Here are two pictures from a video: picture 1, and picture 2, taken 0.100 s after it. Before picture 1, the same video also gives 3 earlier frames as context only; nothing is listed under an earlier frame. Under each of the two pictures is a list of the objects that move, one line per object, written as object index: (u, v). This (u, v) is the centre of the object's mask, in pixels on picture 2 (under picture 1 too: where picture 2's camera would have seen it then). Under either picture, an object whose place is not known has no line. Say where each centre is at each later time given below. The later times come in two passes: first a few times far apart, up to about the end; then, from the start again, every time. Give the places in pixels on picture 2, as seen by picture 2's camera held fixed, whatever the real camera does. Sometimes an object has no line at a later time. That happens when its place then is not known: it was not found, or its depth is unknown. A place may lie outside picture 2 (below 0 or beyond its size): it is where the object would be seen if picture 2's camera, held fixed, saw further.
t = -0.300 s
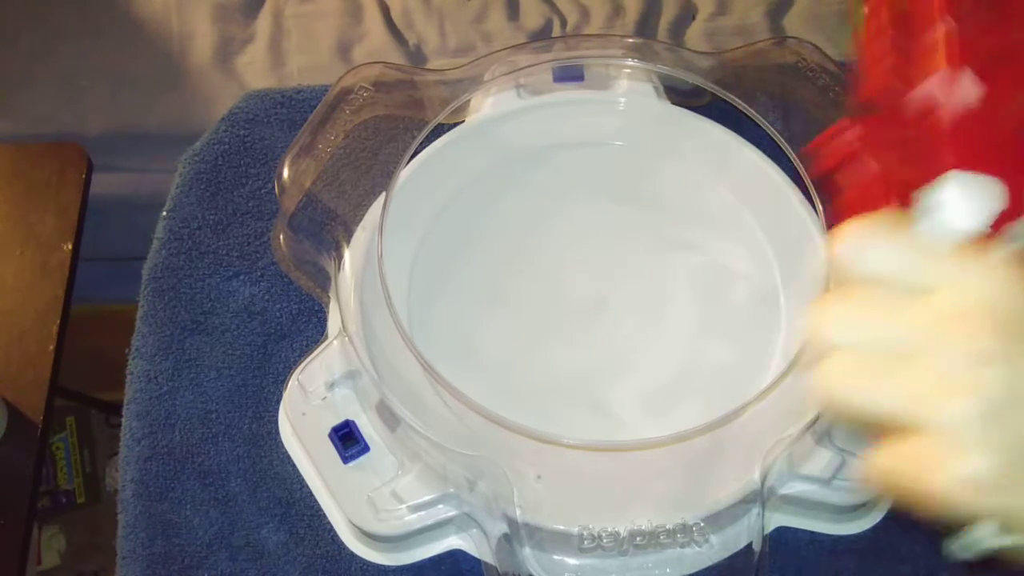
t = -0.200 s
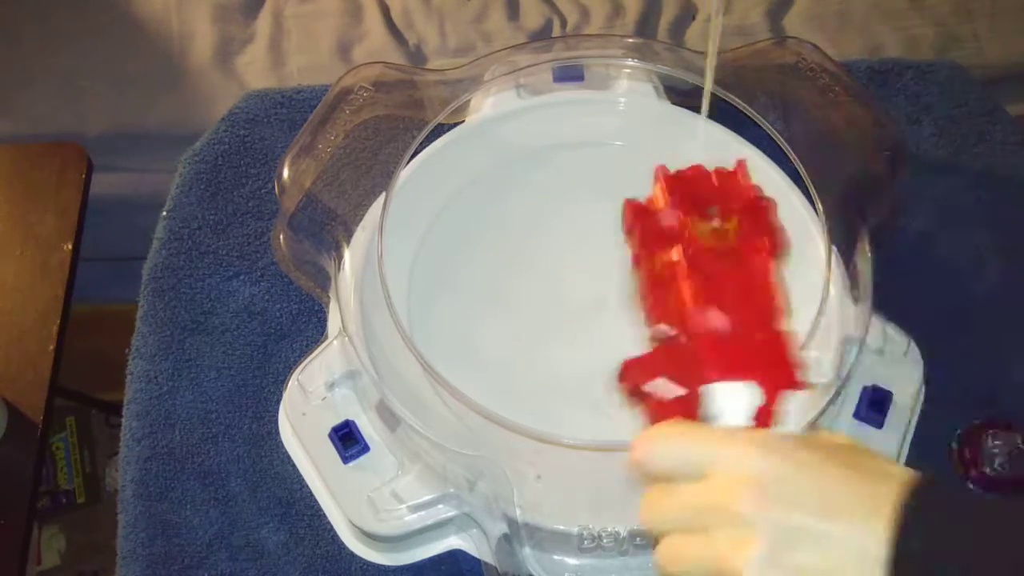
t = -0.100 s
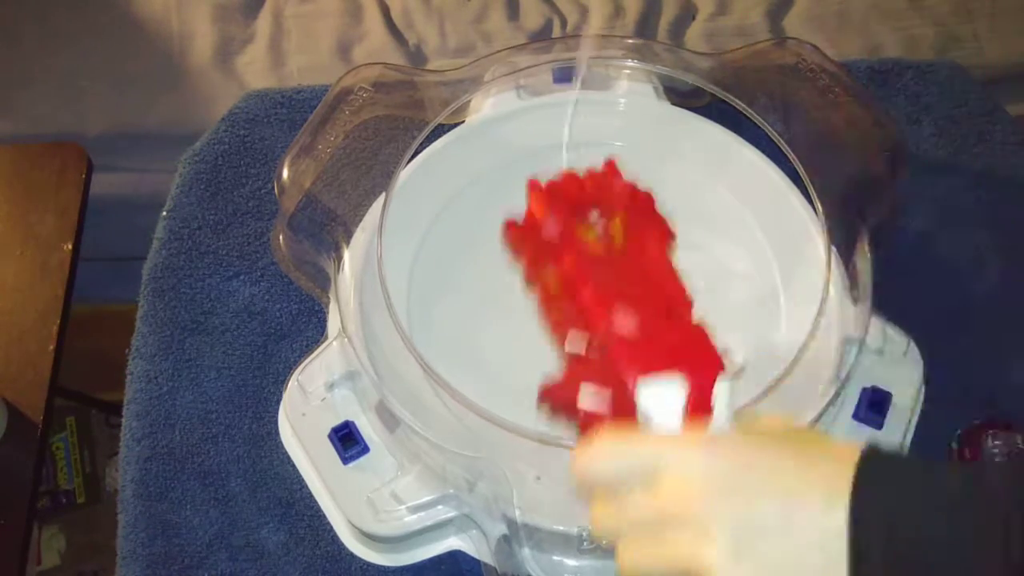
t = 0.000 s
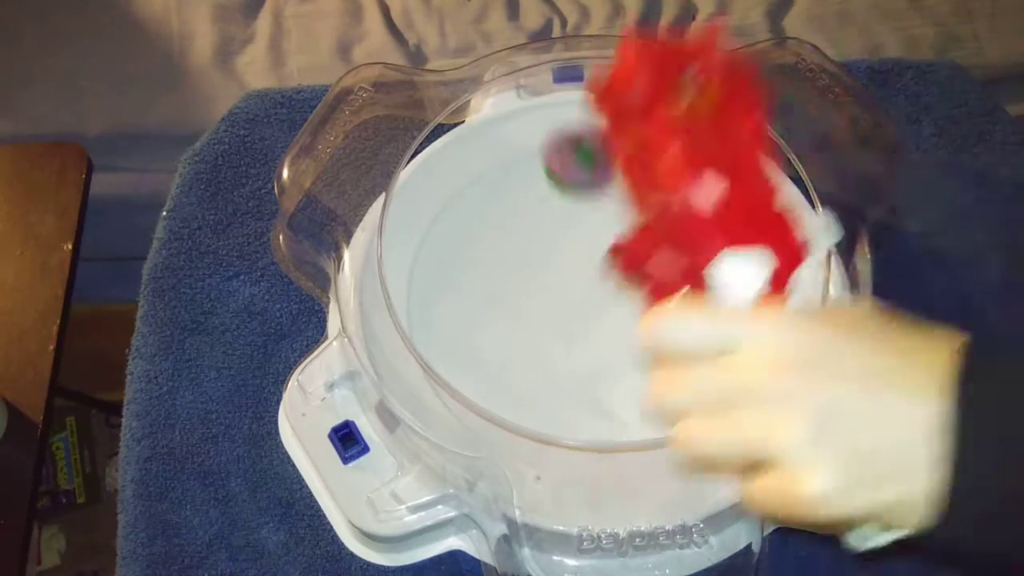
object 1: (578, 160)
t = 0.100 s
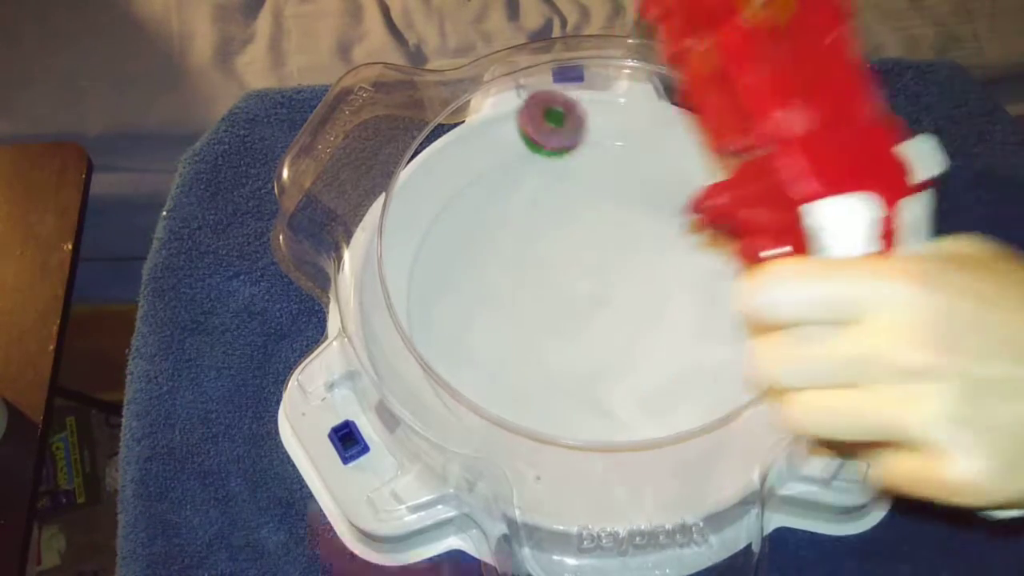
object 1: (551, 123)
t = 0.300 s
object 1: (530, 152)
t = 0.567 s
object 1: (572, 308)
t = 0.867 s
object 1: (716, 265)
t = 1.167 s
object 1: (610, 155)
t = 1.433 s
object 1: (480, 266)
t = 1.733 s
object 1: (737, 404)
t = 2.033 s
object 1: (766, 176)
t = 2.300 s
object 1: (570, 167)
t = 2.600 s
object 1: (516, 434)
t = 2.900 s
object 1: (778, 280)
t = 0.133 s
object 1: (542, 112)
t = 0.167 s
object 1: (537, 99)
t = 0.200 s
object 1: (534, 104)
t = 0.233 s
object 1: (532, 120)
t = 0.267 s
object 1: (531, 135)
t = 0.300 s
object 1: (530, 152)
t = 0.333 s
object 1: (530, 171)
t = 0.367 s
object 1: (531, 193)
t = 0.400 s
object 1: (533, 215)
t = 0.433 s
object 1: (537, 238)
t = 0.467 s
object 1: (542, 260)
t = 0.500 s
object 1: (549, 278)
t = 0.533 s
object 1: (560, 295)
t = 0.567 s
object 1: (572, 308)
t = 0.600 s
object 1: (587, 317)
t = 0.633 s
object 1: (604, 323)
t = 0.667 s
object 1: (622, 326)
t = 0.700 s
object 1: (640, 325)
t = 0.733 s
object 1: (659, 320)
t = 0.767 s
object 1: (676, 310)
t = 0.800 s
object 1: (691, 297)
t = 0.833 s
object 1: (705, 282)
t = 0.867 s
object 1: (716, 265)
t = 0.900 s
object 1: (723, 246)
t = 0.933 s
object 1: (727, 225)
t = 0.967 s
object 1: (725, 205)
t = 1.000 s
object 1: (720, 184)
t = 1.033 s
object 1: (706, 169)
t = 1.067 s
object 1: (685, 163)
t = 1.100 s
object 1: (661, 159)
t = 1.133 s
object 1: (636, 156)
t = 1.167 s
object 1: (610, 155)
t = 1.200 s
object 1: (585, 155)
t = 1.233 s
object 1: (562, 158)
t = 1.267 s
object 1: (540, 164)
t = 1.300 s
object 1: (519, 176)
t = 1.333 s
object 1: (502, 191)
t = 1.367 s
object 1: (489, 213)
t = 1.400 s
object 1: (481, 238)
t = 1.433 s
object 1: (480, 266)
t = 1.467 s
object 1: (487, 296)
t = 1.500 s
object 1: (500, 326)
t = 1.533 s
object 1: (521, 354)
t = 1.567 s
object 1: (549, 379)
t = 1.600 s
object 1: (582, 397)
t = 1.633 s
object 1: (621, 411)
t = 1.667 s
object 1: (662, 418)
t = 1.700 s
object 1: (703, 418)
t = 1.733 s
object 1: (737, 404)
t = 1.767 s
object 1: (763, 383)
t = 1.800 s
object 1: (782, 358)
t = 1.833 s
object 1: (799, 331)
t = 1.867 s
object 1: (814, 304)
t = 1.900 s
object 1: (815, 276)
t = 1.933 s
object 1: (805, 250)
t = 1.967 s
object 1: (791, 225)
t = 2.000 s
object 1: (779, 200)
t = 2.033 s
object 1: (766, 176)
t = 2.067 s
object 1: (750, 155)
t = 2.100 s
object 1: (730, 137)
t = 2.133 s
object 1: (709, 122)
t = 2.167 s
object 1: (687, 116)
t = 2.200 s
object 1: (658, 125)
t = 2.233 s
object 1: (630, 136)
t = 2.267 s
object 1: (601, 150)
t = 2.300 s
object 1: (570, 167)
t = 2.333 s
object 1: (540, 186)
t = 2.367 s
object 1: (512, 209)
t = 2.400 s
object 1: (487, 239)
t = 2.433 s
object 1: (469, 270)
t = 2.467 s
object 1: (458, 306)
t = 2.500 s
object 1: (455, 342)
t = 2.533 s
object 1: (461, 380)
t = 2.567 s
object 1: (479, 413)
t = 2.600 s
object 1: (516, 434)
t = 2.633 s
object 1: (556, 444)
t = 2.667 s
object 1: (603, 445)
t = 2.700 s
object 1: (647, 440)
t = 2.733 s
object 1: (687, 432)
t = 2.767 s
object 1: (722, 413)
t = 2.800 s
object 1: (749, 386)
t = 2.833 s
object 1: (769, 355)
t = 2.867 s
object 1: (776, 319)
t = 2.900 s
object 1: (778, 280)
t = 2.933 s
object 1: (769, 242)
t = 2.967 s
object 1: (750, 207)
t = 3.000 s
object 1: (722, 177)
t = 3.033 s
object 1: (686, 151)
